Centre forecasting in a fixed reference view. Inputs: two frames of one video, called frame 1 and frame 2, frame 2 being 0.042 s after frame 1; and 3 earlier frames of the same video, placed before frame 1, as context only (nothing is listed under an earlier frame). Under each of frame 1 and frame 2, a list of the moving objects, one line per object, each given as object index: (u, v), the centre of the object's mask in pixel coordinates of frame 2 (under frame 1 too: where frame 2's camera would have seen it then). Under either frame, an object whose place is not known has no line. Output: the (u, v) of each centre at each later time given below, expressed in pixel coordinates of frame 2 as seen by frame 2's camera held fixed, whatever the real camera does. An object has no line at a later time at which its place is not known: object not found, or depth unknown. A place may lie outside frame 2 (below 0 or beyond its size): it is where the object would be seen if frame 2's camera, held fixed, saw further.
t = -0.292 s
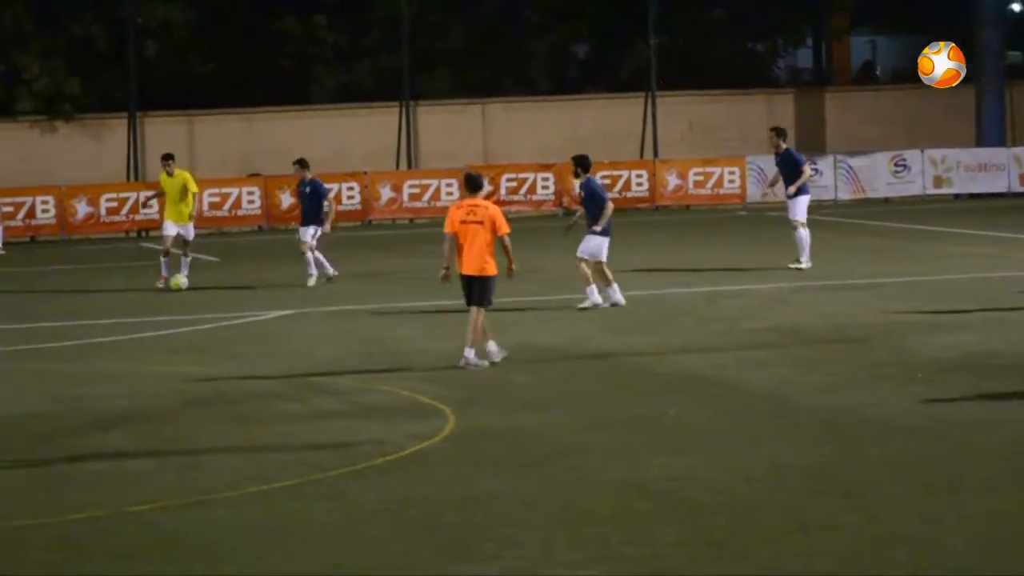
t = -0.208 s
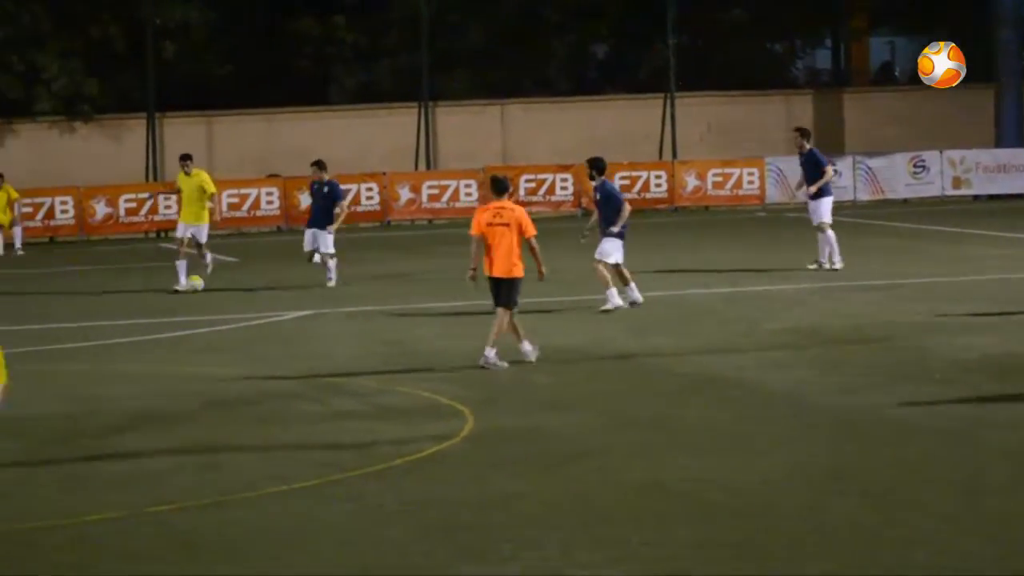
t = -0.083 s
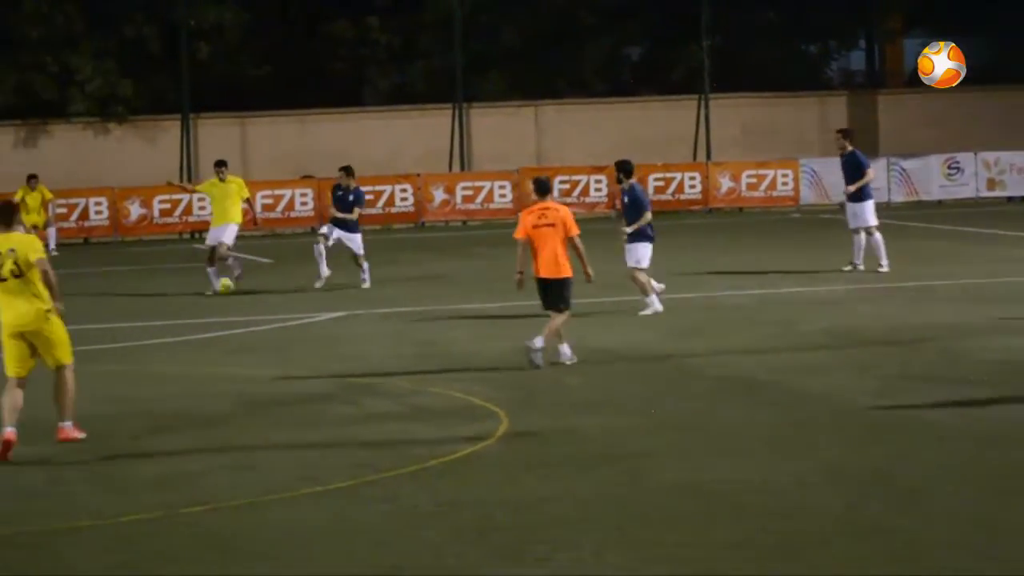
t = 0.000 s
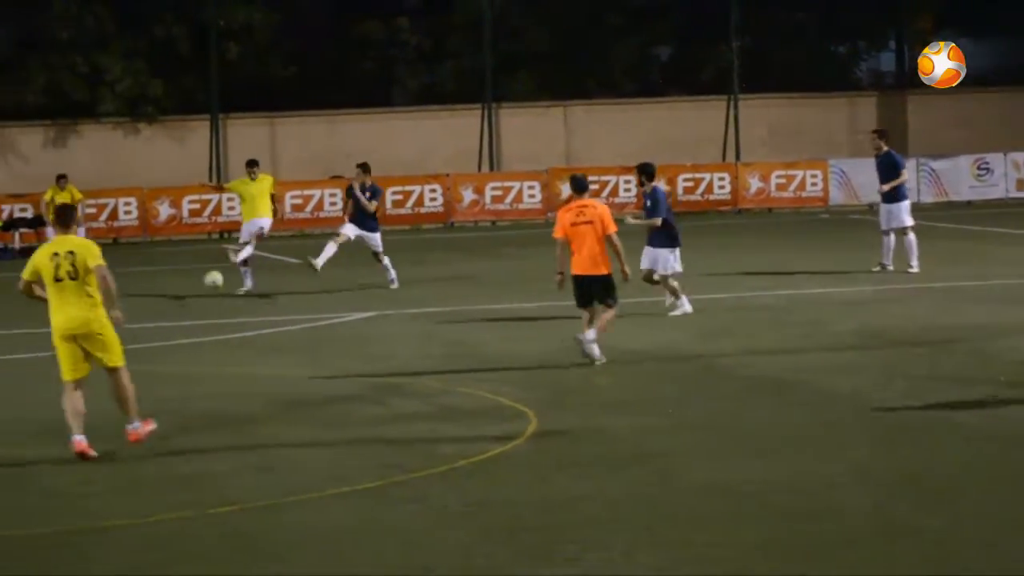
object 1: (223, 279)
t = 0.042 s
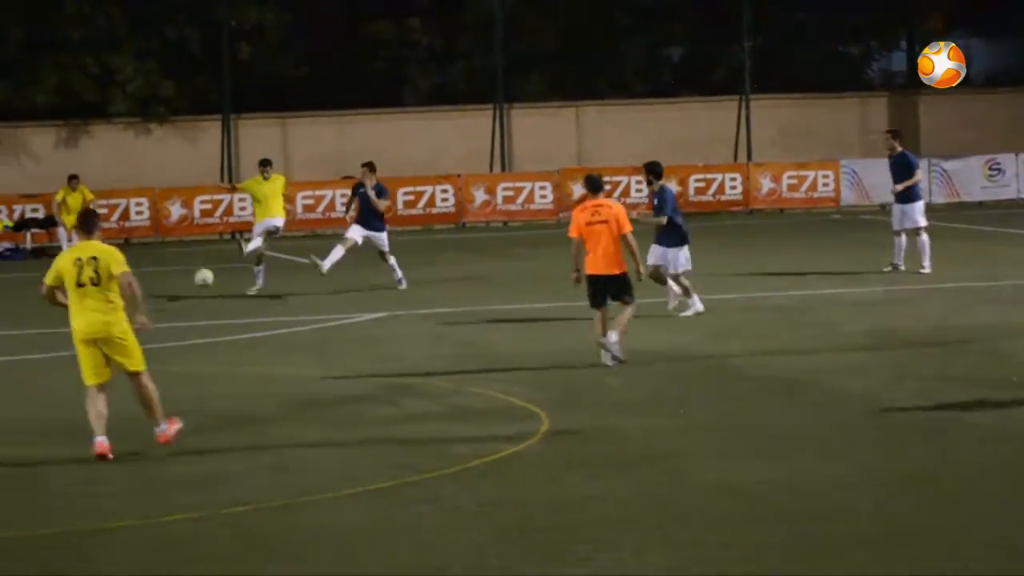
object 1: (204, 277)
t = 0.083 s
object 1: (185, 275)
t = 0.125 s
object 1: (163, 275)
